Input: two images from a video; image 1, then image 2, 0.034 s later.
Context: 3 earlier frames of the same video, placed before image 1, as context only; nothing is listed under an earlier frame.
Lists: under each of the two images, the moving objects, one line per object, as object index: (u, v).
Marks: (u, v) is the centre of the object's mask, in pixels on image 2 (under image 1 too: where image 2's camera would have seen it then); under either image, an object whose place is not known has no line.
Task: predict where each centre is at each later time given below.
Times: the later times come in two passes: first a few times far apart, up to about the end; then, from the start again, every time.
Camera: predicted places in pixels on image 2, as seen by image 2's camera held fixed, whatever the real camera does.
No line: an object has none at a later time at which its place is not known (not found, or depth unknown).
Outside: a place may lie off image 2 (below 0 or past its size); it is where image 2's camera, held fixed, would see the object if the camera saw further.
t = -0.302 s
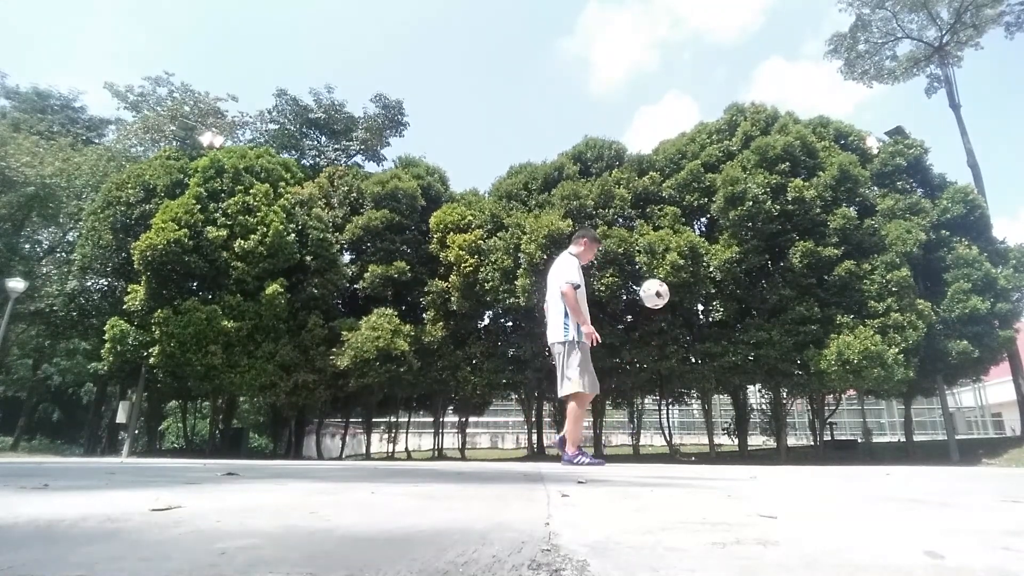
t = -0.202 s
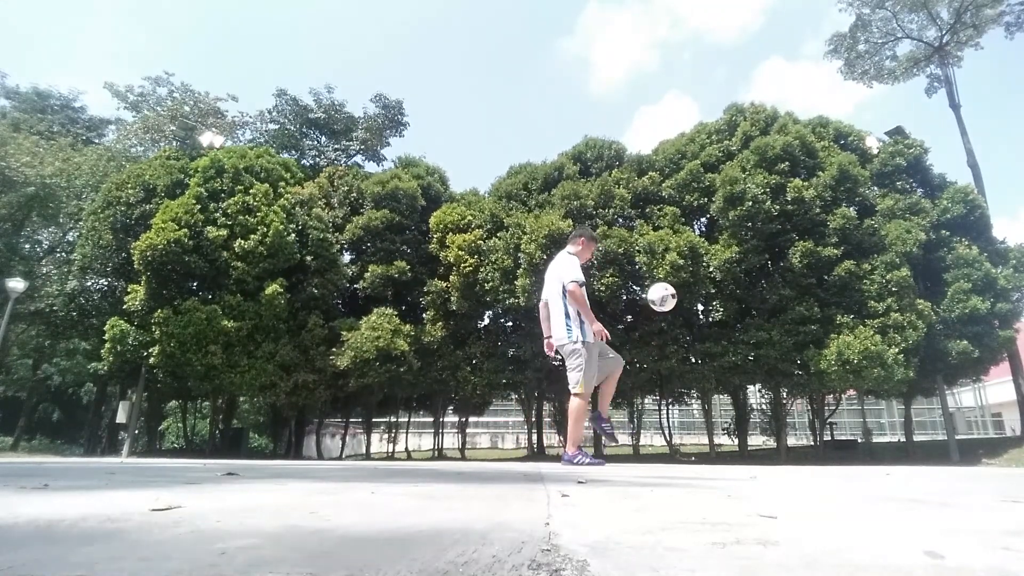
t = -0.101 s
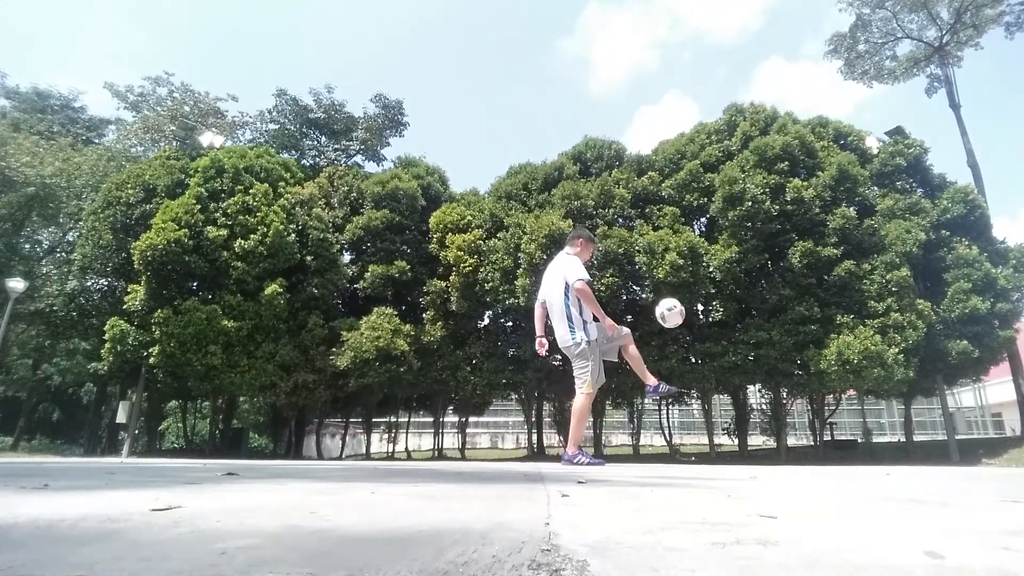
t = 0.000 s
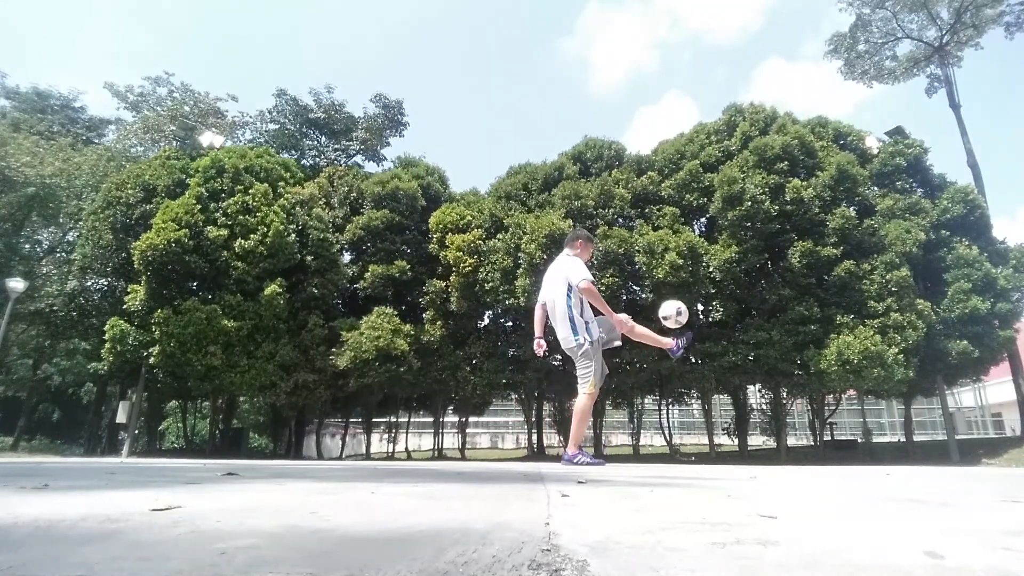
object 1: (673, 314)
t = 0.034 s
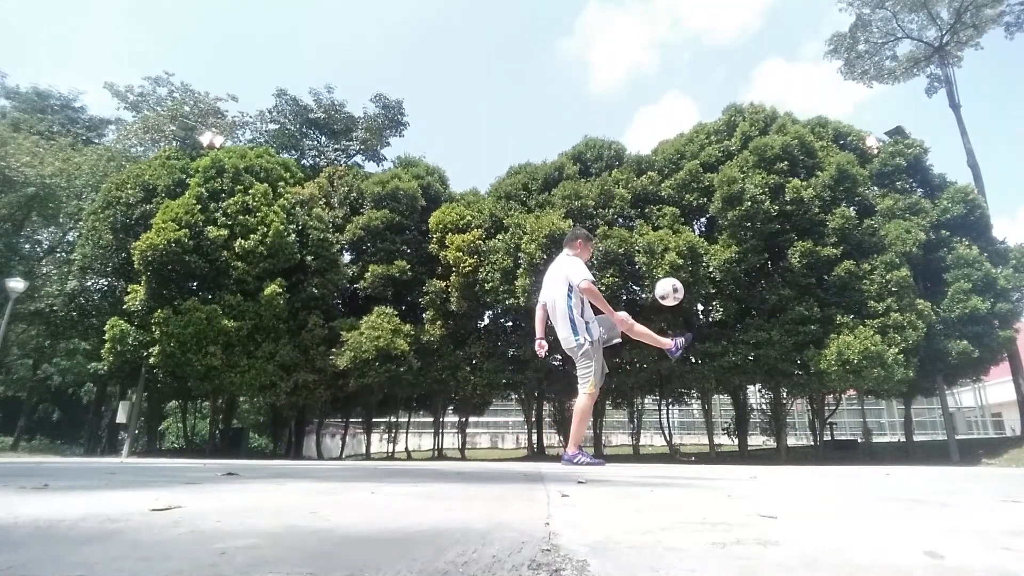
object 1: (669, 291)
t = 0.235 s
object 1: (647, 189)
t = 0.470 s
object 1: (628, 130)
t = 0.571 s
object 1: (620, 121)
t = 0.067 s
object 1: (665, 271)
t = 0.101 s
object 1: (661, 251)
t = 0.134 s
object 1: (657, 233)
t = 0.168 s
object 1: (654, 217)
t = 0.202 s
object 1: (651, 202)
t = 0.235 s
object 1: (647, 189)
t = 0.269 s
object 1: (644, 176)
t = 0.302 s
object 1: (641, 166)
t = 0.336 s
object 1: (639, 158)
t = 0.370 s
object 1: (635, 150)
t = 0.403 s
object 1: (633, 142)
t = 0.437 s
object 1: (630, 135)
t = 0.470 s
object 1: (628, 130)
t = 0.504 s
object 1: (625, 125)
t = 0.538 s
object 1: (622, 123)
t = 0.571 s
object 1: (620, 121)
